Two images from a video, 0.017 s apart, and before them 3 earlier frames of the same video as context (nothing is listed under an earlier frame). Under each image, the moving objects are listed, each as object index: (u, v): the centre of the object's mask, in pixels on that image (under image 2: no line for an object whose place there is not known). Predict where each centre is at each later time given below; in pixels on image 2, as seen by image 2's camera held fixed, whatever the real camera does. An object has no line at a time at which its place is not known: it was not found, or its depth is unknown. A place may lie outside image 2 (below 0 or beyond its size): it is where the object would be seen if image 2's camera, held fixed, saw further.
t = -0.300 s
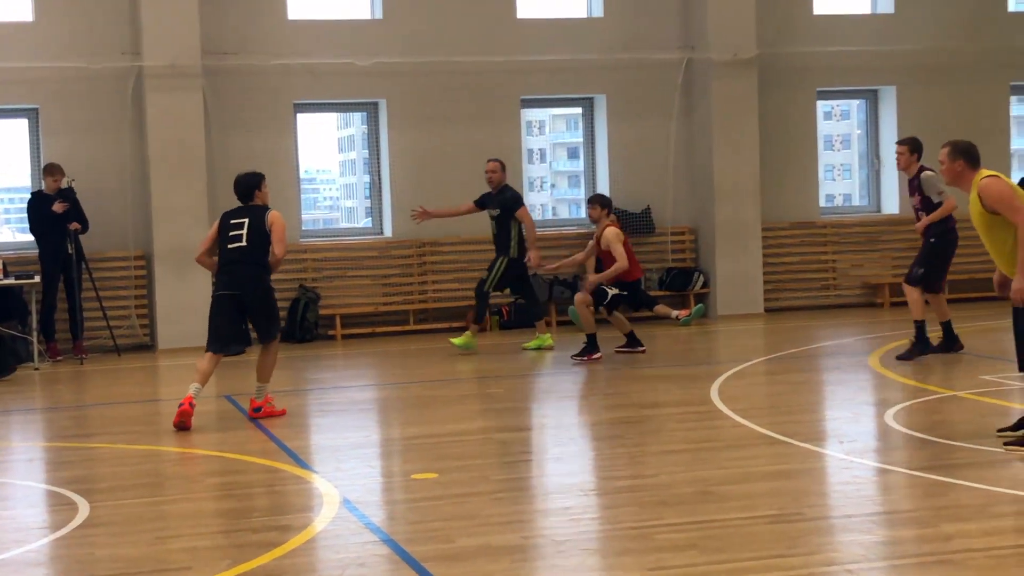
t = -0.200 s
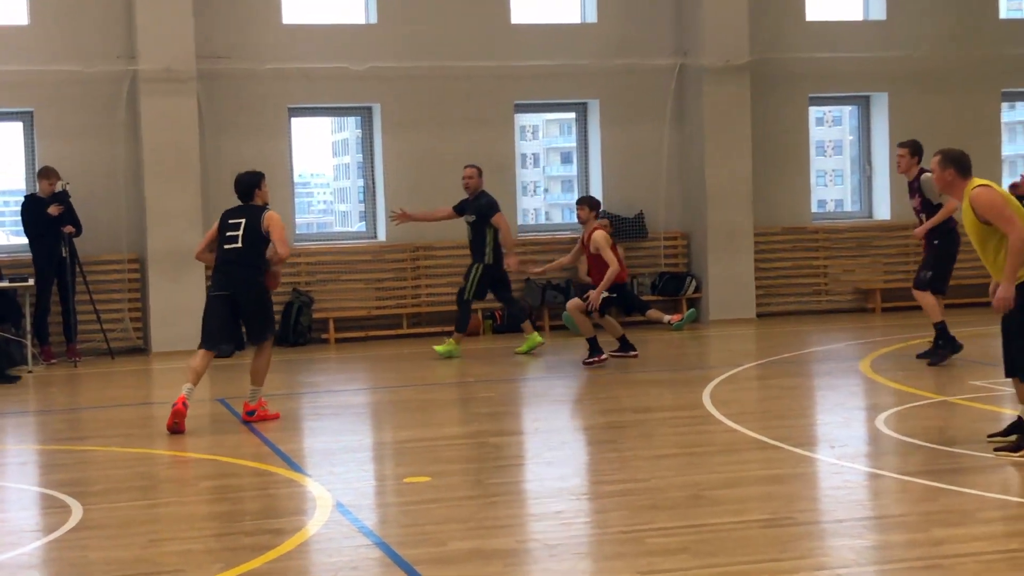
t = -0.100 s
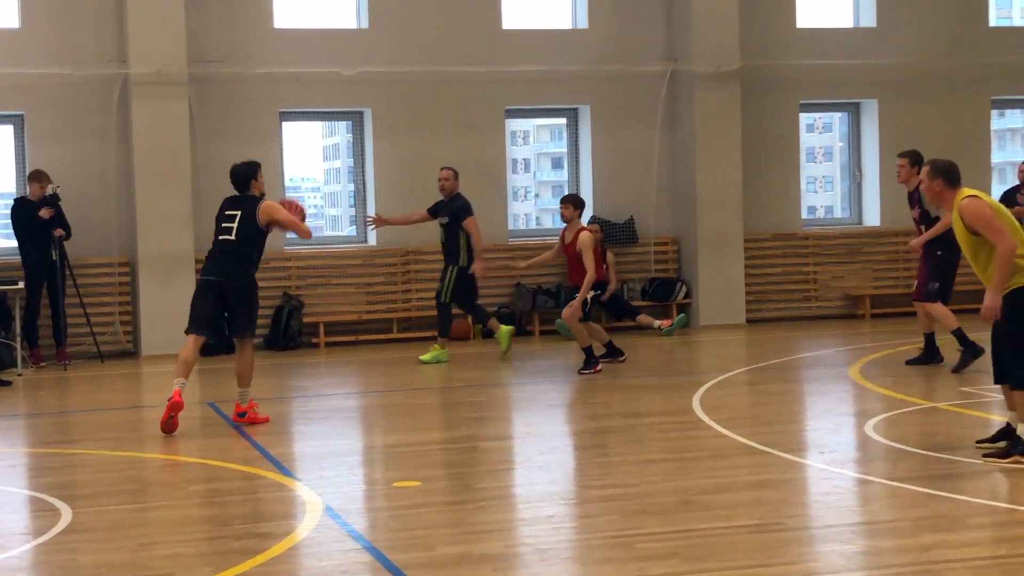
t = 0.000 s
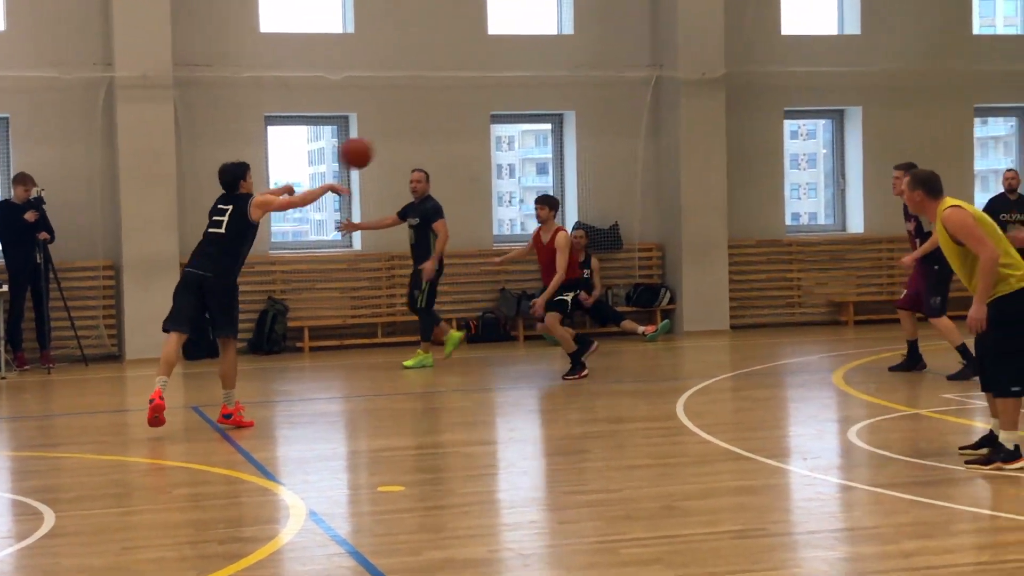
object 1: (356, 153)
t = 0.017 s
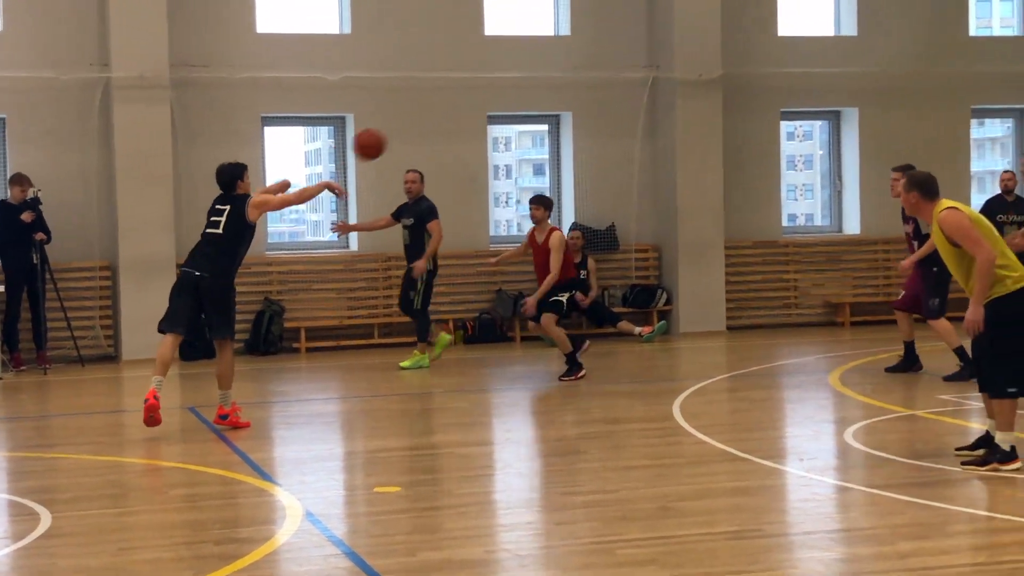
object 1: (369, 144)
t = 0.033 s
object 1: (385, 135)
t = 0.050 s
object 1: (400, 126)
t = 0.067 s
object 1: (414, 118)
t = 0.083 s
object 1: (428, 110)
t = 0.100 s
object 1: (443, 103)
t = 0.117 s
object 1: (457, 96)
